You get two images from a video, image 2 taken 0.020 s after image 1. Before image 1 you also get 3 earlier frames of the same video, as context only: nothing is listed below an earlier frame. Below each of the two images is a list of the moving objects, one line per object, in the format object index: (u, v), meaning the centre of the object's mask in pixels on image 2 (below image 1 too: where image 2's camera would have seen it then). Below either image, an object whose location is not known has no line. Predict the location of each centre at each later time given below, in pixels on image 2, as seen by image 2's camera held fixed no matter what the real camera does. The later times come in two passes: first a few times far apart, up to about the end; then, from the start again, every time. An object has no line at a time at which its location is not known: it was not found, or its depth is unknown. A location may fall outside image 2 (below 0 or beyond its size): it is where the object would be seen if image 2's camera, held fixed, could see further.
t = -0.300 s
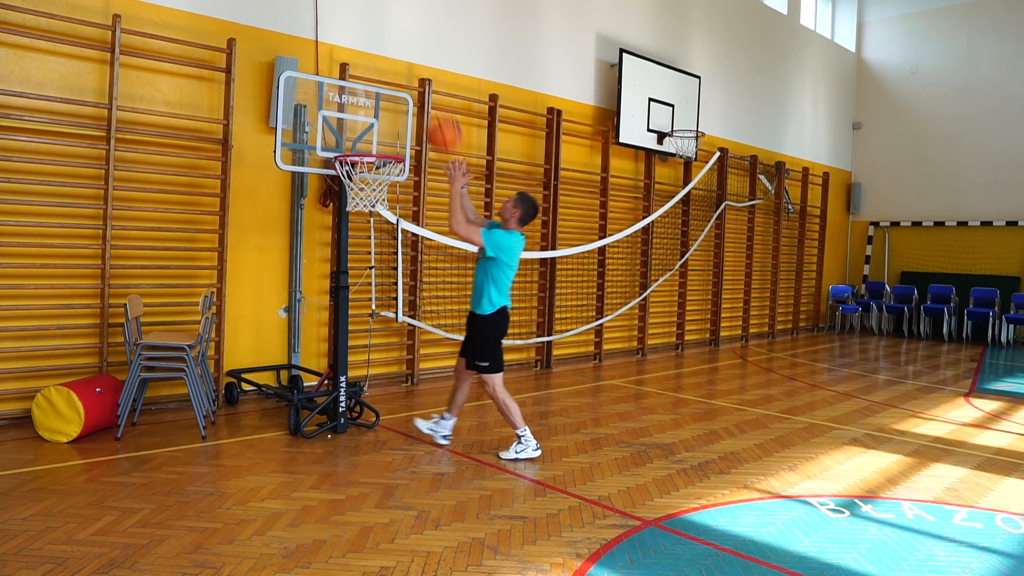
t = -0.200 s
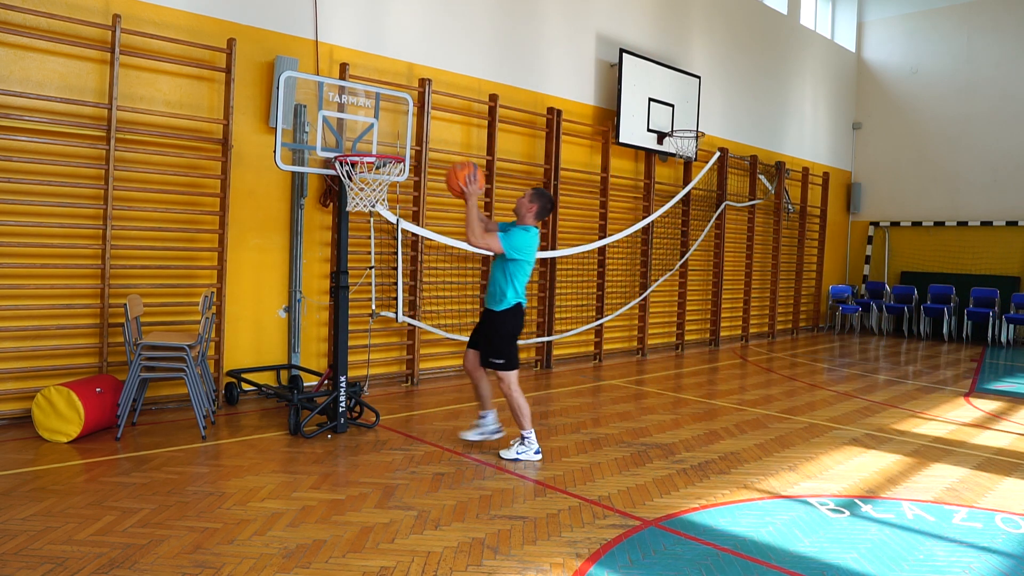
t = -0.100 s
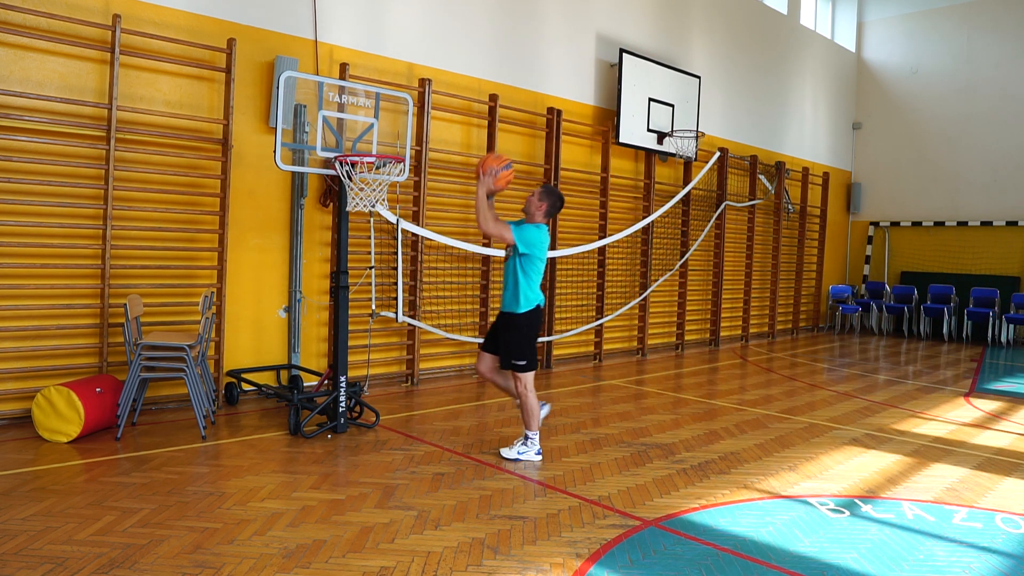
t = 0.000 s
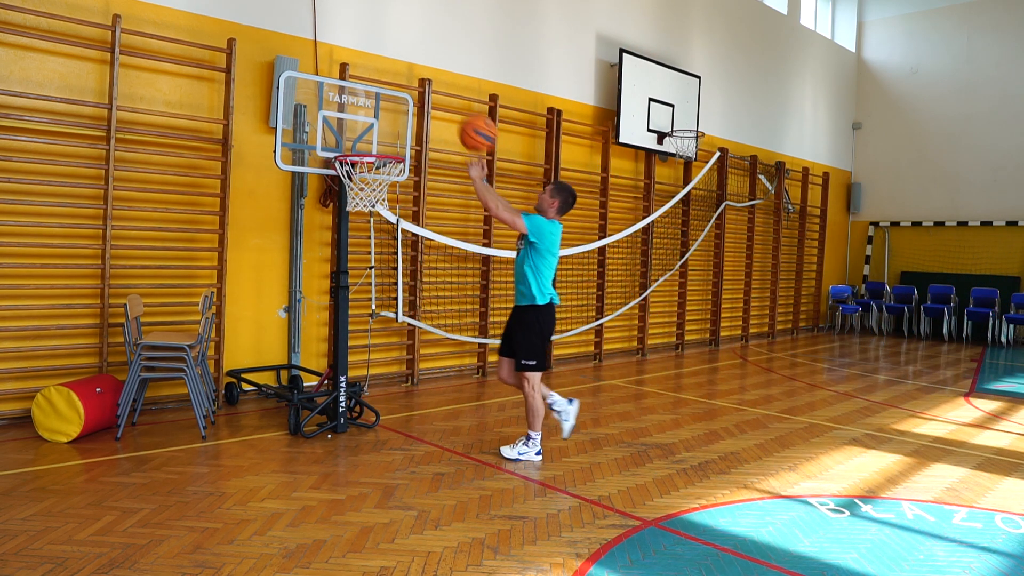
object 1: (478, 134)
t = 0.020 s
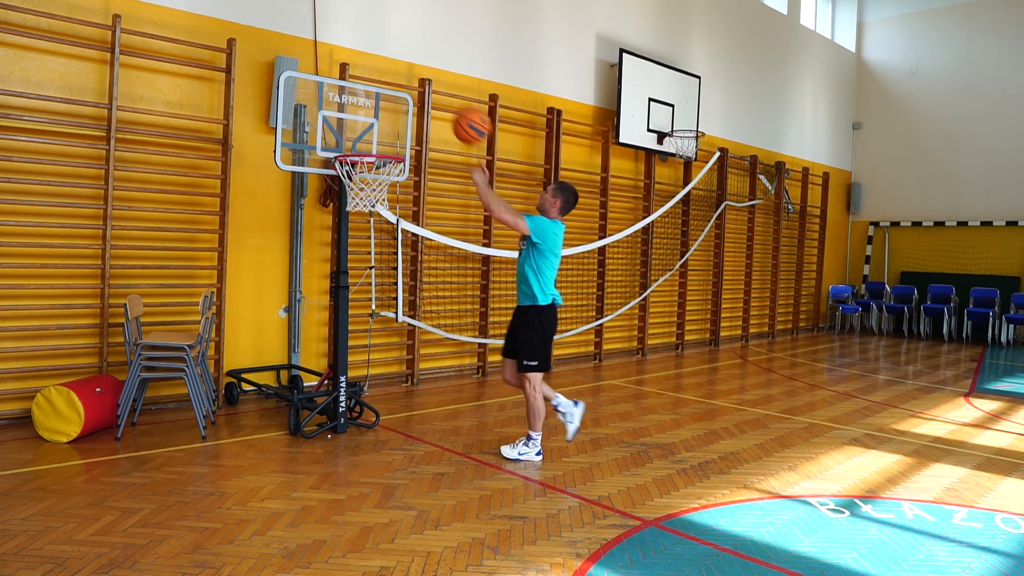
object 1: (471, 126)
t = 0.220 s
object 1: (410, 85)
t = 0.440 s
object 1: (343, 111)
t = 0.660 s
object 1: (309, 189)
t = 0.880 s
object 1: (296, 331)
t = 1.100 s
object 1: (292, 385)
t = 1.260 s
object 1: (298, 297)
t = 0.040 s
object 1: (465, 119)
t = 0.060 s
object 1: (459, 113)
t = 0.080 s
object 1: (453, 107)
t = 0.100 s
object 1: (447, 102)
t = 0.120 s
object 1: (441, 98)
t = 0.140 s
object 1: (434, 94)
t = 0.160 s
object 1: (428, 91)
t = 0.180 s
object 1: (422, 88)
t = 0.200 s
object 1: (416, 87)
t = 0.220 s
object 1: (410, 85)
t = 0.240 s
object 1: (404, 85)
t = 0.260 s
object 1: (398, 84)
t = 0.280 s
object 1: (392, 85)
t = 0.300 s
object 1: (386, 86)
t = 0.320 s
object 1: (380, 88)
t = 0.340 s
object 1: (374, 90)
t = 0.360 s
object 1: (368, 93)
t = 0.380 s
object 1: (362, 97)
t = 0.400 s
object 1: (356, 101)
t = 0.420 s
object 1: (350, 105)
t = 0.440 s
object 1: (343, 111)
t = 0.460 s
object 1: (337, 117)
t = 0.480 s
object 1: (332, 123)
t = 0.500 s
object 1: (326, 130)
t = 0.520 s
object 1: (320, 138)
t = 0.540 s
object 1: (314, 146)
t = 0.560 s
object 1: (313, 152)
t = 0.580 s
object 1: (313, 158)
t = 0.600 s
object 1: (311, 165)
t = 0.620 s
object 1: (312, 172)
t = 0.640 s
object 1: (311, 180)
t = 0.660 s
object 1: (309, 189)
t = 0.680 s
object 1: (308, 198)
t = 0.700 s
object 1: (306, 208)
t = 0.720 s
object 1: (306, 219)
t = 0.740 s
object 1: (304, 231)
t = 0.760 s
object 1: (303, 243)
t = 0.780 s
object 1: (302, 256)
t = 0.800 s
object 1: (300, 270)
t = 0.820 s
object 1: (299, 285)
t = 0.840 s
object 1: (298, 299)
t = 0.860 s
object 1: (297, 315)
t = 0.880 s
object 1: (296, 331)
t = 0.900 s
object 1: (295, 349)
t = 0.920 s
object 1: (293, 368)
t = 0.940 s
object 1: (292, 387)
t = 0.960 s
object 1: (291, 406)
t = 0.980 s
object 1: (291, 426)
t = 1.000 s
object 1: (289, 445)
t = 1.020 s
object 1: (290, 437)
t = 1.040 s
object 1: (291, 423)
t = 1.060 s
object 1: (291, 409)
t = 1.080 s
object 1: (292, 397)
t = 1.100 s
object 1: (292, 385)
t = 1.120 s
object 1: (293, 372)
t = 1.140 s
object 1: (293, 360)
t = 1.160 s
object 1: (294, 348)
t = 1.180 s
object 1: (295, 337)
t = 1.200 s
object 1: (295, 326)
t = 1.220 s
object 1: (297, 316)
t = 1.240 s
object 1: (298, 306)
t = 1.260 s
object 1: (298, 297)
